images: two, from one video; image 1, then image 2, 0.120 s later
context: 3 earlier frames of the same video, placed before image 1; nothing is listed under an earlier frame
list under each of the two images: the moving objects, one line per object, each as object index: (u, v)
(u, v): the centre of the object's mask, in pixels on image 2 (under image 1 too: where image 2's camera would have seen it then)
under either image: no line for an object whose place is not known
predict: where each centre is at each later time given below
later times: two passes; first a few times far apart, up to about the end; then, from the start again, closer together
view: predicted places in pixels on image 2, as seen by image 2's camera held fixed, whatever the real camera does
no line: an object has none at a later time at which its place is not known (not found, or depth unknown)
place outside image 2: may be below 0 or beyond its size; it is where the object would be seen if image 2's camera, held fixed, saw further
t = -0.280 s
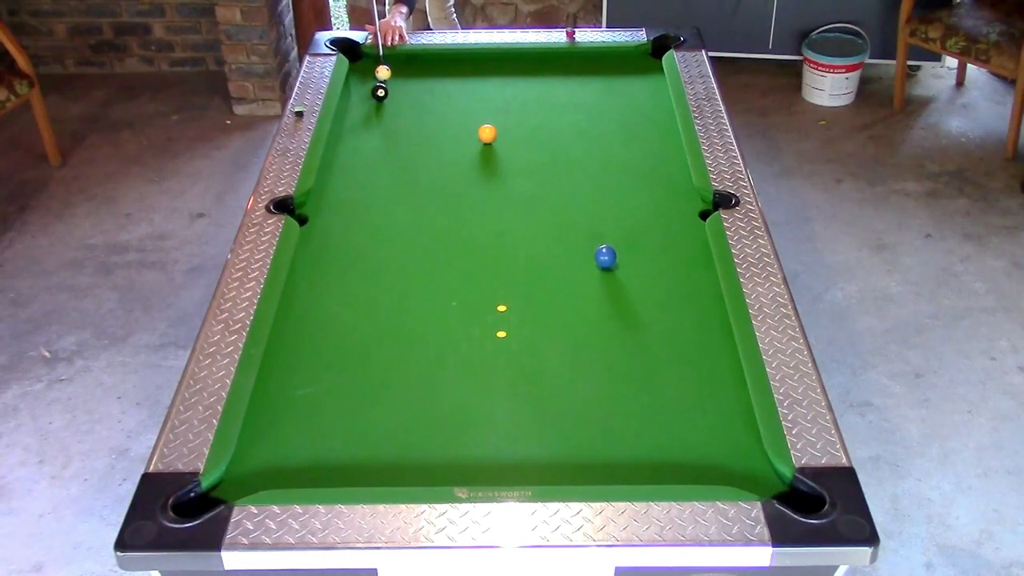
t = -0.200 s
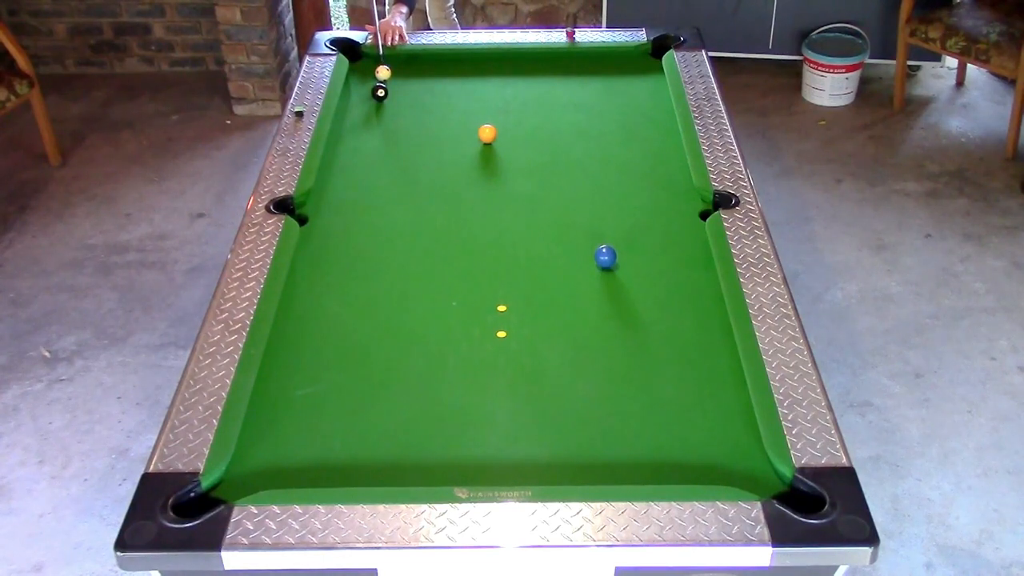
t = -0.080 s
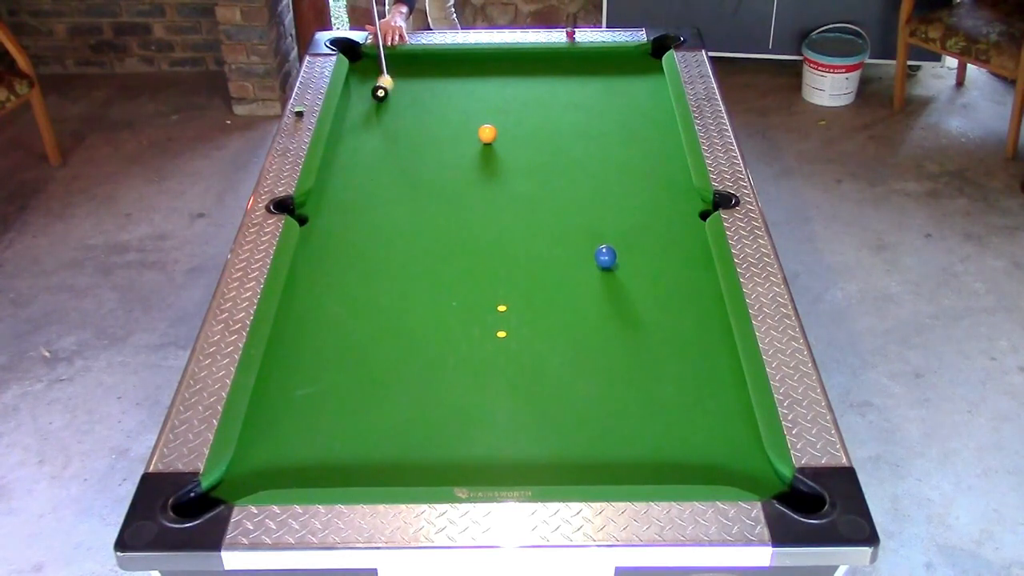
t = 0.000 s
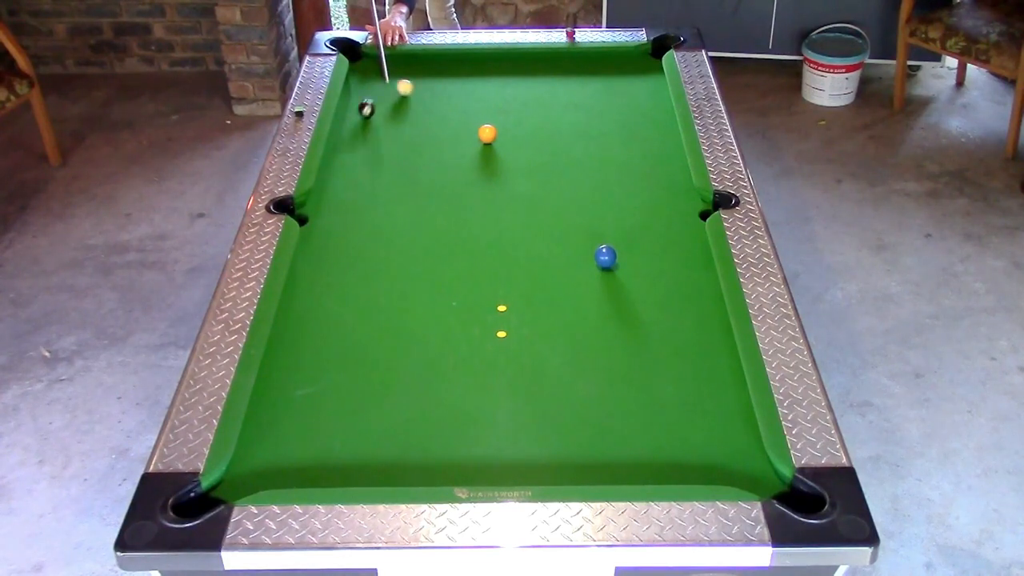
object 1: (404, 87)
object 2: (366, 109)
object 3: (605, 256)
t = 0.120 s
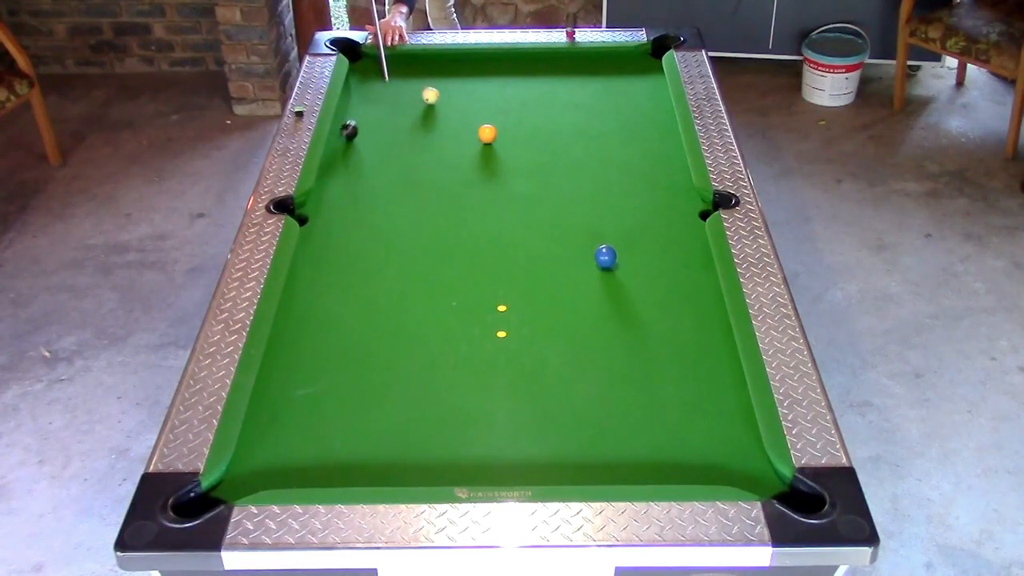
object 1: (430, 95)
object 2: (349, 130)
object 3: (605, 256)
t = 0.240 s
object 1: (456, 104)
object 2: (332, 152)
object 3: (605, 256)
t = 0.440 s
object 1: (501, 119)
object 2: (331, 185)
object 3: (605, 256)
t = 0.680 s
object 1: (555, 139)
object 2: (331, 227)
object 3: (605, 256)
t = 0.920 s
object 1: (610, 159)
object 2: (330, 274)
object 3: (605, 256)
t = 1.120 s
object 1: (657, 176)
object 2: (329, 316)
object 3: (605, 256)
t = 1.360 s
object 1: (674, 194)
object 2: (328, 370)
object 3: (605, 256)
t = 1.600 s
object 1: (656, 209)
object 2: (327, 429)
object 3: (605, 256)
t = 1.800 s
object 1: (642, 222)
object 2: (326, 479)
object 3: (605, 256)
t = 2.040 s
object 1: (626, 236)
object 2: (344, 440)
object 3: (605, 256)
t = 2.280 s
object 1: (615, 245)
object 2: (359, 403)
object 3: (603, 259)
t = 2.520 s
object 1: (612, 247)
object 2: (372, 371)
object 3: (597, 265)
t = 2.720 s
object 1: (613, 247)
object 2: (382, 347)
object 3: (593, 270)
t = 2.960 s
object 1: (613, 247)
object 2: (392, 322)
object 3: (589, 274)
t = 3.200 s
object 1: (613, 247)
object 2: (401, 301)
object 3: (585, 277)
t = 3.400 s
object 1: (613, 247)
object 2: (408, 285)
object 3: (584, 278)
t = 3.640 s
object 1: (613, 247)
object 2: (414, 268)
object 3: (584, 278)
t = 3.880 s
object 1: (613, 247)
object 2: (420, 254)
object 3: (584, 278)
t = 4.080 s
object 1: (613, 247)
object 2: (425, 244)
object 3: (584, 278)
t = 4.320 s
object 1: (614, 247)
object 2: (431, 233)
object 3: (584, 278)
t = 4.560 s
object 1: (614, 247)
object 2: (436, 224)
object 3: (584, 278)
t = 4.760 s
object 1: (614, 247)
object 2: (439, 218)
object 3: (584, 278)
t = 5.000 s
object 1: (614, 247)
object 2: (441, 213)
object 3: (584, 278)
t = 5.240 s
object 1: (614, 247)
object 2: (443, 208)
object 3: (584, 278)
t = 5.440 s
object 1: (614, 247)
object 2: (444, 205)
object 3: (584, 278)
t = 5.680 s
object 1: (614, 247)
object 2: (445, 204)
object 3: (584, 278)
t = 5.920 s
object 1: (614, 247)
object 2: (444, 203)
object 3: (584, 278)
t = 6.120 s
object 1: (614, 247)
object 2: (444, 204)
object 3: (584, 278)
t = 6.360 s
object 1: (614, 247)
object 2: (445, 203)
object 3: (584, 278)
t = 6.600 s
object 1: (613, 247)
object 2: (445, 203)
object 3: (584, 278)
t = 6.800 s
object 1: (614, 247)
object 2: (445, 203)
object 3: (584, 278)
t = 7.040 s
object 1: (614, 247)
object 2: (445, 203)
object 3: (584, 278)
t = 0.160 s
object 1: (439, 98)
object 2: (344, 137)
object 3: (605, 256)
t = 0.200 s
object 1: (448, 101)
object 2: (338, 144)
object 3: (605, 256)
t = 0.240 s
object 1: (456, 104)
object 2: (332, 152)
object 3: (605, 256)
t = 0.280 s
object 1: (465, 107)
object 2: (333, 158)
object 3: (605, 256)
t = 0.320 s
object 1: (474, 110)
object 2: (332, 165)
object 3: (605, 256)
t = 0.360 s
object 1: (483, 113)
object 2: (332, 171)
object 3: (605, 256)
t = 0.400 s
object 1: (492, 116)
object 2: (331, 178)
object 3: (605, 256)
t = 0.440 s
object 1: (501, 119)
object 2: (331, 185)
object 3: (605, 256)
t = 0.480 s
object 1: (510, 123)
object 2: (331, 191)
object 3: (605, 256)
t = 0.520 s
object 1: (518, 126)
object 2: (331, 198)
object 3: (605, 256)
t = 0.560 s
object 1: (528, 129)
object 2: (332, 206)
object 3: (605, 256)
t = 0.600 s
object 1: (537, 133)
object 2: (331, 213)
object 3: (605, 256)
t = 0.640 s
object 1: (546, 136)
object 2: (331, 220)
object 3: (605, 256)
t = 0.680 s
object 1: (555, 139)
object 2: (331, 227)
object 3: (605, 256)
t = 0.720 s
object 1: (564, 142)
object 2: (330, 235)
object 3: (605, 256)
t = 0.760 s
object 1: (573, 146)
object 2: (330, 242)
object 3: (605, 256)
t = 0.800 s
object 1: (582, 149)
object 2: (330, 250)
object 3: (605, 256)
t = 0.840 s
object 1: (591, 152)
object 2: (330, 258)
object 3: (605, 256)
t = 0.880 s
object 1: (601, 155)
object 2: (330, 266)
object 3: (605, 256)
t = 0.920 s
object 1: (610, 159)
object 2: (330, 274)
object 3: (605, 256)
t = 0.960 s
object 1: (620, 162)
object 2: (330, 282)
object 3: (605, 256)
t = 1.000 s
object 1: (629, 165)
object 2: (329, 291)
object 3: (605, 256)
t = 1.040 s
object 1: (638, 169)
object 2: (330, 299)
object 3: (605, 256)
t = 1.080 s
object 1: (647, 172)
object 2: (329, 308)
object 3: (605, 256)
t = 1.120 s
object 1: (657, 176)
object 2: (329, 316)
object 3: (605, 256)
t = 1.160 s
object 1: (666, 179)
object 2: (329, 325)
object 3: (605, 256)
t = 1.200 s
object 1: (676, 182)
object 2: (329, 333)
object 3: (605, 256)
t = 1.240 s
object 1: (684, 186)
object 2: (329, 342)
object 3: (605, 256)
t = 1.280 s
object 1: (680, 188)
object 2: (328, 351)
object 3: (605, 256)
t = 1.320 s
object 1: (677, 191)
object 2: (328, 360)
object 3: (605, 256)
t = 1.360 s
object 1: (674, 194)
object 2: (328, 370)
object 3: (605, 256)
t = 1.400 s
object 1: (671, 196)
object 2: (328, 379)
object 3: (605, 256)
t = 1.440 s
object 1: (668, 199)
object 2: (327, 389)
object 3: (605, 256)
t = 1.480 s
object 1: (665, 202)
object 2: (328, 399)
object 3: (605, 256)
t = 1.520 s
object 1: (662, 204)
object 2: (327, 409)
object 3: (605, 256)
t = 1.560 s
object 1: (659, 207)
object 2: (328, 418)
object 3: (605, 256)
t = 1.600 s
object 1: (656, 209)
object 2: (327, 429)
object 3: (605, 256)
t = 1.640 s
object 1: (653, 212)
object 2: (326, 441)
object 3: (605, 256)
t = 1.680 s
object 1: (651, 214)
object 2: (327, 452)
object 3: (605, 256)
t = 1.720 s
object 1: (648, 217)
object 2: (326, 461)
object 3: (605, 256)
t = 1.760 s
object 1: (645, 219)
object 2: (326, 473)
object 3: (605, 256)
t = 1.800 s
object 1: (642, 222)
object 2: (326, 479)
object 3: (605, 256)
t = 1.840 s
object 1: (639, 224)
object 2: (329, 475)
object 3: (605, 256)
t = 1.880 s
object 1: (637, 227)
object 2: (332, 469)
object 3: (605, 256)
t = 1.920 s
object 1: (634, 229)
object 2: (335, 462)
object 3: (605, 256)
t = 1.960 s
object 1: (631, 232)
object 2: (337, 453)
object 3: (605, 256)
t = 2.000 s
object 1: (628, 234)
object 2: (341, 448)
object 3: (605, 256)
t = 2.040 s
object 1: (626, 236)
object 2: (344, 440)
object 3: (605, 256)
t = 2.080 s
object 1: (623, 239)
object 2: (346, 433)
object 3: (605, 256)
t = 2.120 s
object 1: (621, 241)
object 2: (348, 426)
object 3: (605, 256)
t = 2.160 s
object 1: (619, 243)
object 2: (351, 420)
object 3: (605, 256)
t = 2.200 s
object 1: (617, 244)
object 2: (354, 414)
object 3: (605, 257)
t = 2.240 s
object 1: (616, 245)
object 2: (356, 409)
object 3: (604, 258)
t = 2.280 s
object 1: (615, 245)
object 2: (359, 403)
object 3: (603, 259)
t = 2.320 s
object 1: (614, 246)
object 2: (361, 397)
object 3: (602, 260)
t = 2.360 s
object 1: (613, 246)
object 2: (363, 391)
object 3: (601, 261)
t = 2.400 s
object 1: (612, 246)
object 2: (366, 386)
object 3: (600, 262)
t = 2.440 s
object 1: (612, 247)
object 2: (367, 381)
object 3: (599, 264)
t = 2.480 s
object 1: (612, 247)
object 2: (370, 376)
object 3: (598, 265)
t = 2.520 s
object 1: (612, 247)
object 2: (372, 371)
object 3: (597, 265)
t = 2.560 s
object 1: (612, 247)
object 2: (374, 366)
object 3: (596, 267)
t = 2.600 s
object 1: (613, 247)
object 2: (376, 361)
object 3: (595, 268)
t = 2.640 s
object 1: (613, 247)
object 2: (378, 357)
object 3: (594, 269)
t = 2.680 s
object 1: (613, 247)
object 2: (380, 352)
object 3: (594, 270)
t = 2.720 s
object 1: (613, 247)
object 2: (382, 347)
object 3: (593, 270)
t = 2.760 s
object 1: (613, 247)
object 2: (383, 343)
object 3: (592, 271)
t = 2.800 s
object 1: (613, 247)
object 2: (385, 338)
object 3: (591, 272)
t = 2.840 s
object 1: (613, 247)
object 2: (387, 334)
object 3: (590, 273)
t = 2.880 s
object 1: (613, 247)
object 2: (388, 330)
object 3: (590, 273)
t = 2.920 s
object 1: (613, 247)
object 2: (390, 326)
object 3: (589, 274)
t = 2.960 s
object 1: (613, 247)
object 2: (392, 322)
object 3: (589, 274)
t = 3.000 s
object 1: (613, 247)
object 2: (394, 318)
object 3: (588, 275)
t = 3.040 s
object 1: (613, 247)
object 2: (395, 315)
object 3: (587, 275)
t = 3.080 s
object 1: (613, 247)
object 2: (397, 311)
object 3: (587, 276)
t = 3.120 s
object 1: (613, 247)
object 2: (399, 308)
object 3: (586, 276)
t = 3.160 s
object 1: (613, 247)
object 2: (400, 304)
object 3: (586, 277)
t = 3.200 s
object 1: (613, 247)
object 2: (401, 301)
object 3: (585, 277)
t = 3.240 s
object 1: (613, 247)
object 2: (403, 298)
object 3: (585, 277)
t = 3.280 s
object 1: (613, 247)
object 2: (404, 294)
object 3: (585, 277)
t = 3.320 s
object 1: (613, 247)
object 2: (405, 291)
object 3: (585, 278)
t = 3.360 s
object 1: (613, 247)
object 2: (407, 288)
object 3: (584, 278)
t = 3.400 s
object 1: (613, 247)
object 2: (408, 285)
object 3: (584, 278)
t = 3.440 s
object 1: (613, 247)
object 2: (409, 282)
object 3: (584, 278)
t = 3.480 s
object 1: (613, 247)
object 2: (410, 279)
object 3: (584, 278)
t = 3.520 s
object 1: (613, 247)
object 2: (411, 276)
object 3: (584, 278)
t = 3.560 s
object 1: (613, 247)
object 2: (412, 274)
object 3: (584, 278)
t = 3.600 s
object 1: (613, 247)
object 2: (413, 271)
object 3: (584, 278)
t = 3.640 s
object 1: (613, 247)
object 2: (414, 268)
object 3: (584, 278)
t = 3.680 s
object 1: (613, 247)
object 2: (415, 266)
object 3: (584, 278)
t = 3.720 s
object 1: (613, 247)
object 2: (416, 264)
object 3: (584, 278)
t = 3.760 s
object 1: (613, 247)
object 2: (417, 261)
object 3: (584, 278)
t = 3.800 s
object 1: (613, 247)
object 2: (418, 259)
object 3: (584, 278)
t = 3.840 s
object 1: (613, 247)
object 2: (419, 257)
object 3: (584, 278)
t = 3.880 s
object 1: (613, 247)
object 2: (420, 254)
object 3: (584, 278)
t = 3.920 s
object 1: (613, 247)
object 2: (421, 252)
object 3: (584, 278)
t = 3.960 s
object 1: (613, 247)
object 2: (422, 250)
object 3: (584, 278)
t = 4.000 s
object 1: (613, 247)
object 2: (423, 248)
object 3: (584, 278)
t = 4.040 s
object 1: (613, 247)
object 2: (424, 246)
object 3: (584, 278)
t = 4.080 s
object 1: (613, 247)
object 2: (425, 244)
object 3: (584, 278)
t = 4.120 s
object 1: (613, 247)
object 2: (426, 242)
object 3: (584, 278)
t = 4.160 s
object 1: (613, 247)
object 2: (427, 241)
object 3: (584, 278)
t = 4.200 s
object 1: (614, 247)
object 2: (428, 238)
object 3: (584, 278)
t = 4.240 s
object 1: (614, 247)
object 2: (429, 237)
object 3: (584, 278)
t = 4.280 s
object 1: (614, 247)
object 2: (430, 235)
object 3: (584, 278)
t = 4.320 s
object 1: (614, 247)
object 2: (431, 233)
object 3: (584, 278)
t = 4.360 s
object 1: (613, 247)
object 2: (432, 232)
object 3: (584, 278)
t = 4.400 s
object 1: (614, 247)
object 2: (433, 230)
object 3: (584, 278)
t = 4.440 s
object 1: (614, 247)
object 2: (433, 229)
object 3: (584, 278)
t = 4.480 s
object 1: (614, 247)
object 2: (434, 228)
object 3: (584, 278)
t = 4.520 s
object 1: (614, 247)
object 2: (435, 226)
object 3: (584, 278)
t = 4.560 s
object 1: (614, 247)
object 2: (436, 224)
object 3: (584, 278)
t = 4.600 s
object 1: (614, 247)
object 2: (436, 223)
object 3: (584, 278)
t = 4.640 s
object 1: (614, 247)
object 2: (437, 222)
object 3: (584, 278)
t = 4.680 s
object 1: (614, 247)
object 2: (438, 221)
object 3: (584, 278)
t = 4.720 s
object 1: (614, 247)
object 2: (438, 220)
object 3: (584, 278)
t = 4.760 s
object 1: (614, 247)
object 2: (439, 218)
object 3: (584, 278)
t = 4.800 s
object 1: (614, 247)
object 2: (439, 217)
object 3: (584, 278)
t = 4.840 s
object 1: (614, 247)
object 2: (440, 216)
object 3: (584, 278)
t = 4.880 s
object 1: (614, 247)
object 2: (440, 215)
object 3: (584, 278)
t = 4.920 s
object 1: (614, 247)
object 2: (441, 215)
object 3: (584, 278)
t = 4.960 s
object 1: (614, 247)
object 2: (441, 214)
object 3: (584, 278)
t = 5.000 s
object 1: (614, 247)
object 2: (441, 213)
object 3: (584, 278)
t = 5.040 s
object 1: (614, 247)
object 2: (442, 212)
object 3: (584, 278)
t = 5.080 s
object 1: (614, 247)
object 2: (442, 211)
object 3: (584, 278)
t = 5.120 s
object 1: (614, 247)
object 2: (442, 210)
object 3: (584, 278)
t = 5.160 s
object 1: (614, 247)
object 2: (443, 209)
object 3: (584, 278)
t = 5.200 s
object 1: (614, 247)
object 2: (443, 209)
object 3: (584, 278)
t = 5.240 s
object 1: (614, 247)
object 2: (443, 208)
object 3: (584, 278)
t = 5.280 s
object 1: (614, 247)
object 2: (443, 208)
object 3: (584, 278)
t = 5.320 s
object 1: (614, 247)
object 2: (443, 207)
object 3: (584, 278)
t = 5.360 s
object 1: (614, 247)
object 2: (444, 206)
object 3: (584, 278)
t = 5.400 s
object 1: (614, 247)
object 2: (444, 206)
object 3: (584, 278)
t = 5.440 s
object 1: (614, 247)
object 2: (444, 205)
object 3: (584, 278)
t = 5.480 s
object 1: (614, 247)
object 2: (444, 205)
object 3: (584, 278)
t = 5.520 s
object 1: (614, 247)
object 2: (444, 205)
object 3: (584, 278)
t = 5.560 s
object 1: (614, 247)
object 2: (444, 204)
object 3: (584, 278)
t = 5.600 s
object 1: (614, 247)
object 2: (444, 204)
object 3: (584, 278)
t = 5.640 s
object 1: (614, 247)
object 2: (444, 204)
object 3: (584, 278)
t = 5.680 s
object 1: (614, 247)
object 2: (445, 204)
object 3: (584, 278)
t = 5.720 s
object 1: (614, 247)
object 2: (445, 204)
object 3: (584, 278)
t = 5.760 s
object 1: (614, 247)
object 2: (445, 203)
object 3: (584, 278)
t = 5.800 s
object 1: (614, 247)
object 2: (445, 203)
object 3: (584, 278)
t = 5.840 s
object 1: (614, 247)
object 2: (445, 204)
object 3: (584, 278)
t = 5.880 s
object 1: (614, 247)
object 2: (445, 203)
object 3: (584, 278)
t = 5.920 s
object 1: (614, 247)
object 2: (444, 203)
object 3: (584, 278)
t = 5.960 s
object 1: (614, 247)
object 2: (445, 203)
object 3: (584, 278)
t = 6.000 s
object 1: (614, 247)
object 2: (444, 203)
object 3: (584, 278)
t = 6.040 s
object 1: (614, 247)
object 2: (445, 204)
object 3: (584, 278)
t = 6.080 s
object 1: (614, 247)
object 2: (445, 204)
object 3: (584, 278)
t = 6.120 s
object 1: (614, 247)
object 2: (444, 204)
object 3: (584, 278)
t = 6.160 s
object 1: (614, 247)
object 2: (444, 204)
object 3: (584, 278)
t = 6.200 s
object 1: (614, 247)
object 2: (444, 204)
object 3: (584, 278)
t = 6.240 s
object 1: (614, 247)
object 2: (445, 203)
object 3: (584, 278)
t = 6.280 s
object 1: (614, 247)
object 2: (445, 203)
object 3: (584, 278)
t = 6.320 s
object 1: (614, 247)
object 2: (445, 203)
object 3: (584, 278)
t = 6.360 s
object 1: (614, 247)
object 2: (445, 203)
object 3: (584, 278)
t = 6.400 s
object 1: (613, 247)
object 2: (445, 203)
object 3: (584, 278)
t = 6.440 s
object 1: (614, 247)
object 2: (445, 203)
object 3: (584, 279)
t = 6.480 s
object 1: (614, 247)
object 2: (445, 203)
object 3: (584, 279)
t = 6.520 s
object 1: (613, 247)
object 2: (445, 203)
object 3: (584, 279)
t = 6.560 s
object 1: (613, 247)
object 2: (445, 203)
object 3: (584, 279)
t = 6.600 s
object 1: (613, 247)
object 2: (445, 203)
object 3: (584, 278)
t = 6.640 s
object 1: (614, 247)
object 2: (445, 203)
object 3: (584, 278)
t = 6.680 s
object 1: (613, 247)
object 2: (445, 203)
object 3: (584, 278)
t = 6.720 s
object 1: (613, 247)
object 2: (445, 203)
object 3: (584, 278)
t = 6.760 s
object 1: (614, 247)
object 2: (445, 203)
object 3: (584, 278)
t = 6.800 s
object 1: (614, 247)
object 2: (445, 203)
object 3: (584, 278)
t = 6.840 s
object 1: (614, 247)
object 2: (445, 203)
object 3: (584, 278)
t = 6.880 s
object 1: (614, 247)
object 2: (445, 203)
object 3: (584, 278)
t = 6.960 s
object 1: (614, 247)
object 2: (445, 203)
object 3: (584, 278)
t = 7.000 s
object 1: (614, 247)
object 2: (445, 203)
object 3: (584, 278)
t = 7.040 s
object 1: (614, 247)
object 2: (445, 203)
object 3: (584, 278)
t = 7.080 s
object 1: (614, 247)
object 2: (445, 203)
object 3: (584, 278)
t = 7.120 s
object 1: (614, 247)
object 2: (445, 203)
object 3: (584, 278)
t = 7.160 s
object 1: (614, 247)
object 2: (445, 203)
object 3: (584, 278)
